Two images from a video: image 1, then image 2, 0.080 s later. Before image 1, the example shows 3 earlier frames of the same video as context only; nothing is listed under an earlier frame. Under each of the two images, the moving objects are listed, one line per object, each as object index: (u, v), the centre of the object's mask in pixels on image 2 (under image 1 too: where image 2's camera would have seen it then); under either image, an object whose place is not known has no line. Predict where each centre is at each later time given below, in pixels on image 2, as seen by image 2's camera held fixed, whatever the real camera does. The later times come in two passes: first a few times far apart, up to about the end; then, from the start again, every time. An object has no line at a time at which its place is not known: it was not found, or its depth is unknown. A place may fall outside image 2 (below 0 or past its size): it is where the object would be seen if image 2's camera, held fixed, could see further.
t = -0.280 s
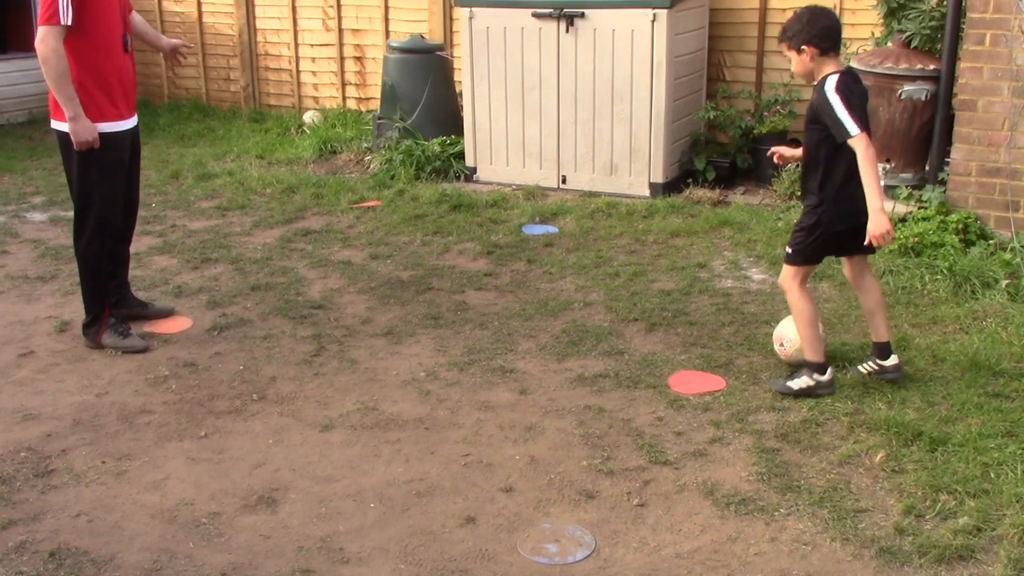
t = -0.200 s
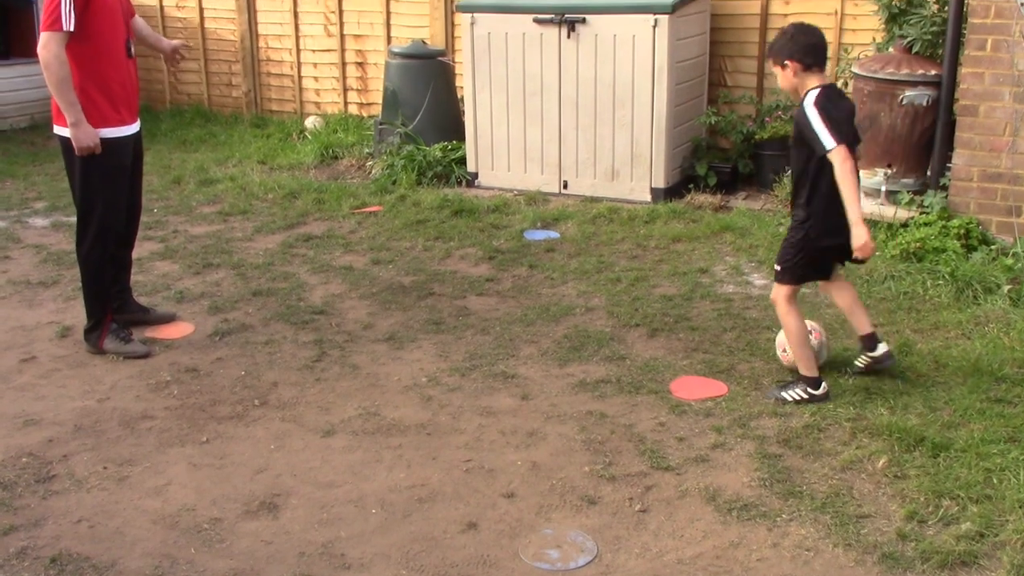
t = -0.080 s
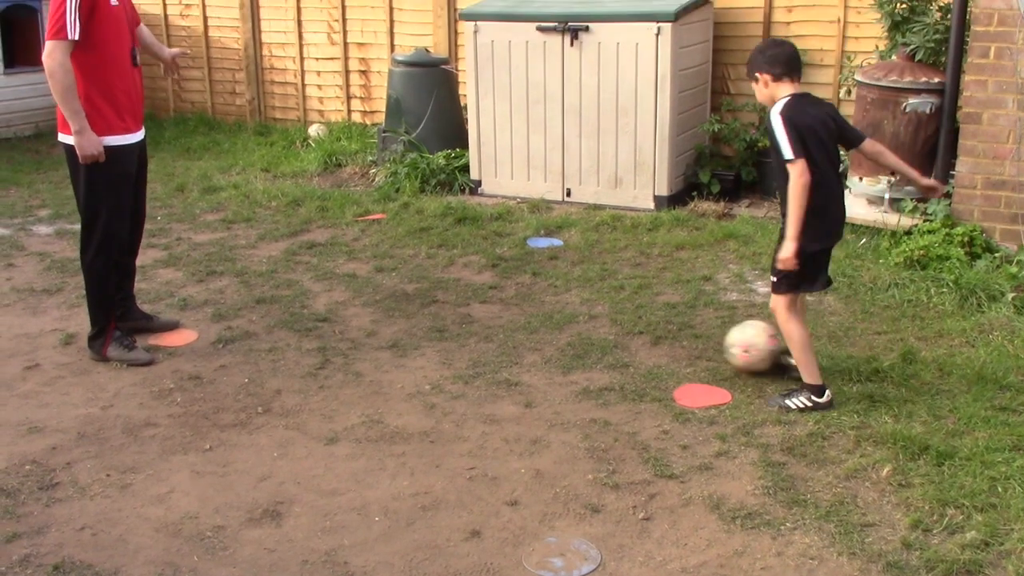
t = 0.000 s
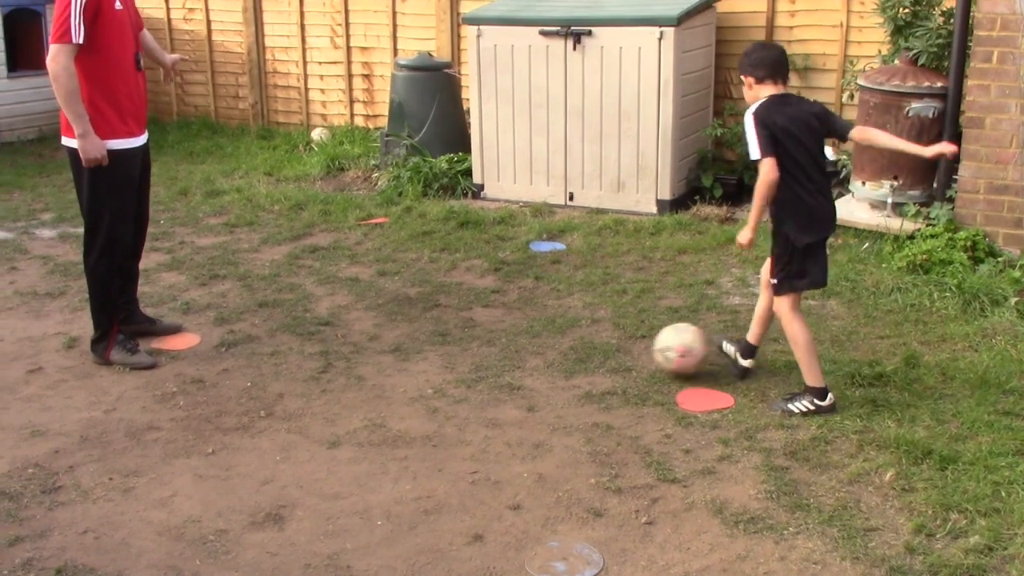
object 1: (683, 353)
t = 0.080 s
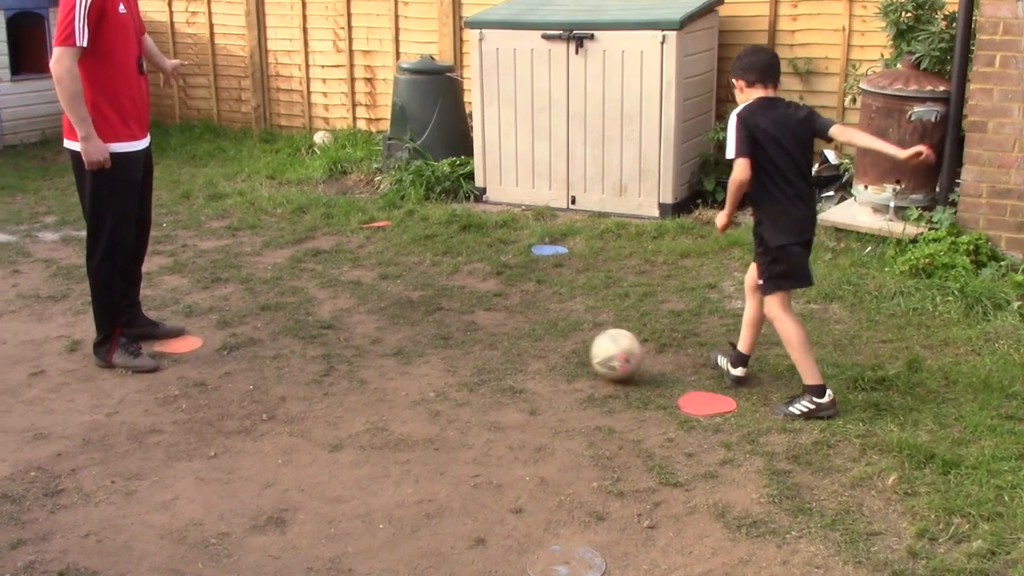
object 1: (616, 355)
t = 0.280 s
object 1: (504, 351)
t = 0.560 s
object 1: (371, 346)
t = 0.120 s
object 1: (593, 348)
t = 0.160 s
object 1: (569, 345)
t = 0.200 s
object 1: (547, 346)
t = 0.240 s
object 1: (524, 351)
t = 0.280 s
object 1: (504, 351)
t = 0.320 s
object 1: (484, 348)
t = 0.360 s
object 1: (465, 348)
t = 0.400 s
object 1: (445, 352)
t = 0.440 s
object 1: (426, 347)
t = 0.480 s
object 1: (408, 349)
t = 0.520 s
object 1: (389, 349)
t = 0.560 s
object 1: (371, 346)
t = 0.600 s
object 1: (353, 345)
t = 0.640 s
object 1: (336, 347)
